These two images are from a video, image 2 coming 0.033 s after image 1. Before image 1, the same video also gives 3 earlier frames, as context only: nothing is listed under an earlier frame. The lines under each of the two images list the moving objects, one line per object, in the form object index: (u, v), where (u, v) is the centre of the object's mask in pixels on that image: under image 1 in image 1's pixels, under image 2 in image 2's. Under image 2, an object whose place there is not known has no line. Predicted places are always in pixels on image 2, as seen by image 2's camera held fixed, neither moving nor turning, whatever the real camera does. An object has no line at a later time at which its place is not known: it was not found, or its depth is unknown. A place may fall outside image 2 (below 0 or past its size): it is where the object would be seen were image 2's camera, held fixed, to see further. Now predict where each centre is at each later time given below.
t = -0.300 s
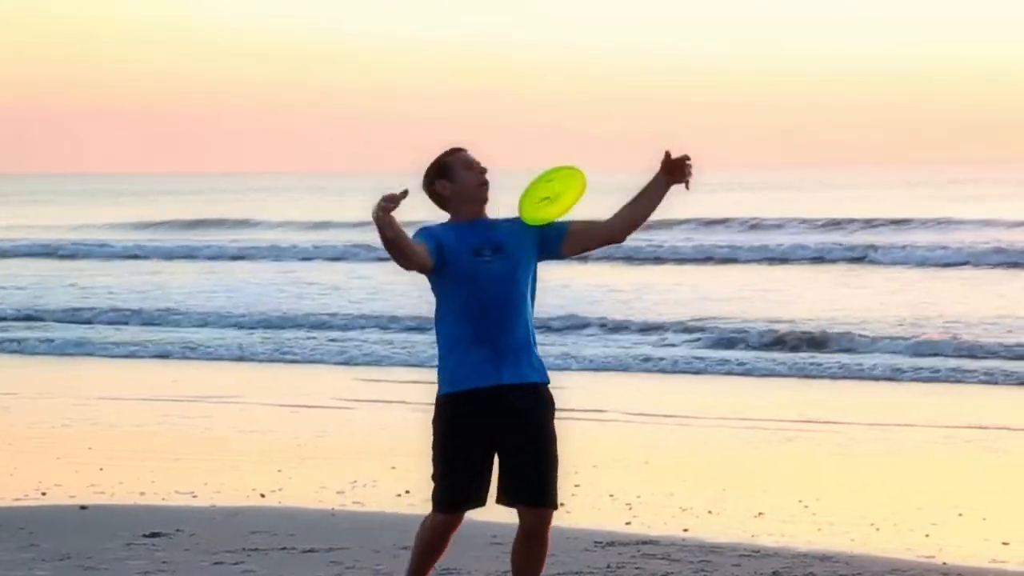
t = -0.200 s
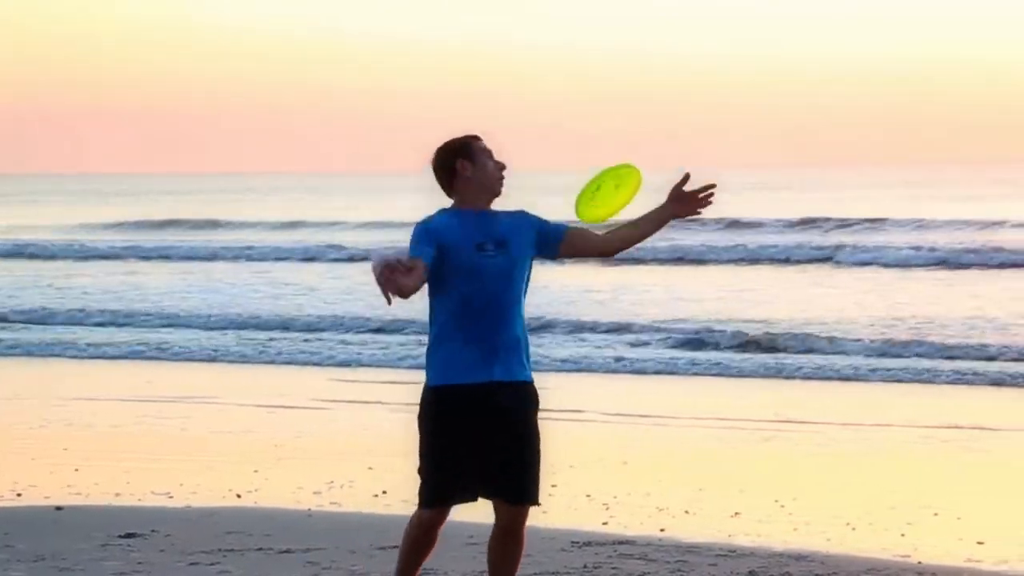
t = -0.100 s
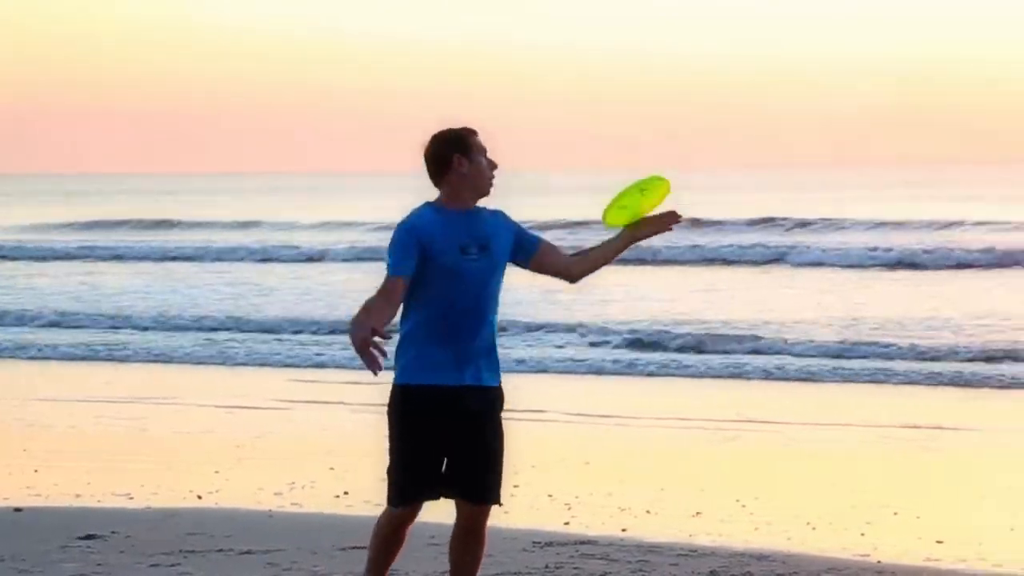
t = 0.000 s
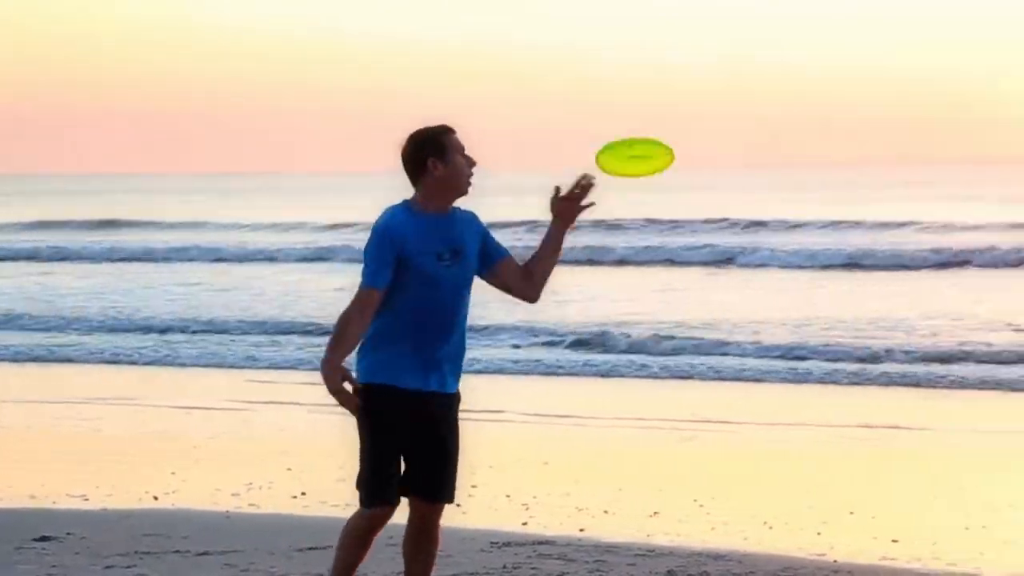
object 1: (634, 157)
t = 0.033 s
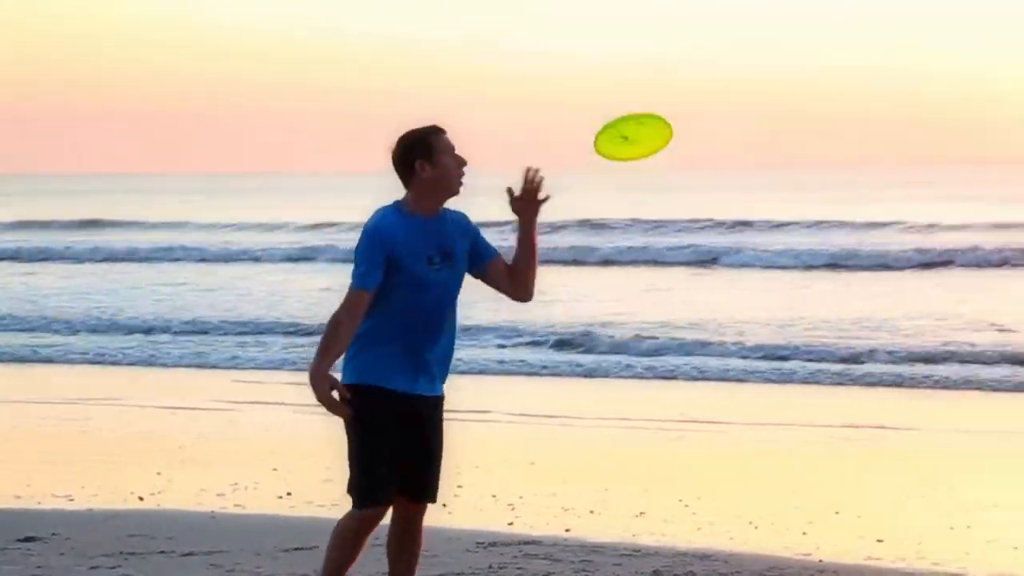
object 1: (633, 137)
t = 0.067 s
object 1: (650, 117)
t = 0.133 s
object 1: (670, 82)
